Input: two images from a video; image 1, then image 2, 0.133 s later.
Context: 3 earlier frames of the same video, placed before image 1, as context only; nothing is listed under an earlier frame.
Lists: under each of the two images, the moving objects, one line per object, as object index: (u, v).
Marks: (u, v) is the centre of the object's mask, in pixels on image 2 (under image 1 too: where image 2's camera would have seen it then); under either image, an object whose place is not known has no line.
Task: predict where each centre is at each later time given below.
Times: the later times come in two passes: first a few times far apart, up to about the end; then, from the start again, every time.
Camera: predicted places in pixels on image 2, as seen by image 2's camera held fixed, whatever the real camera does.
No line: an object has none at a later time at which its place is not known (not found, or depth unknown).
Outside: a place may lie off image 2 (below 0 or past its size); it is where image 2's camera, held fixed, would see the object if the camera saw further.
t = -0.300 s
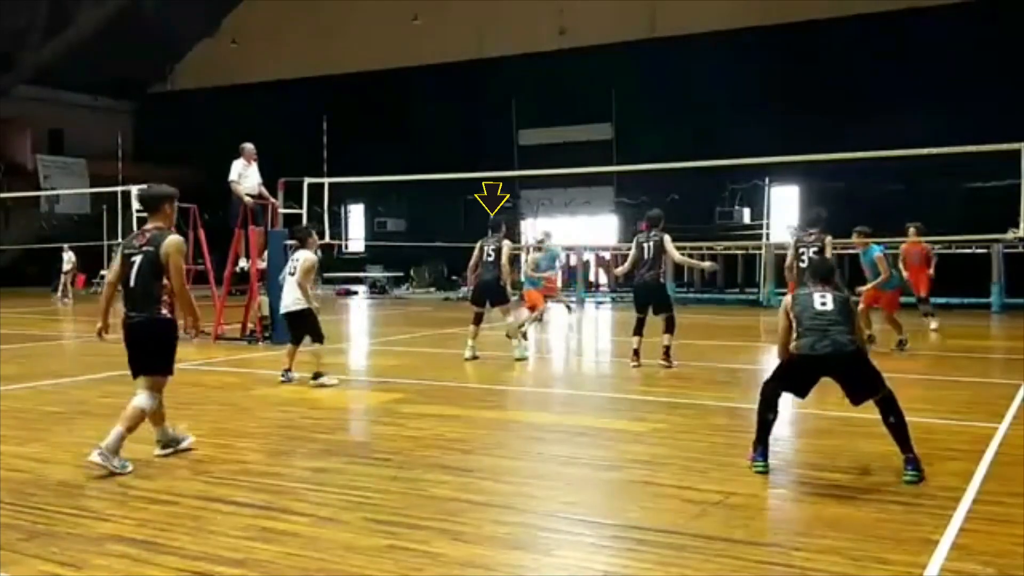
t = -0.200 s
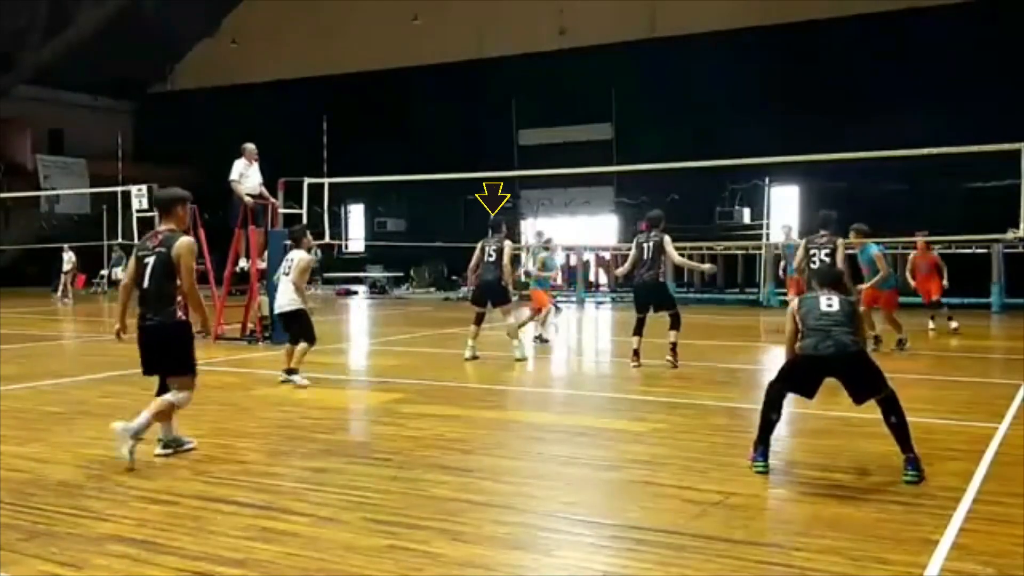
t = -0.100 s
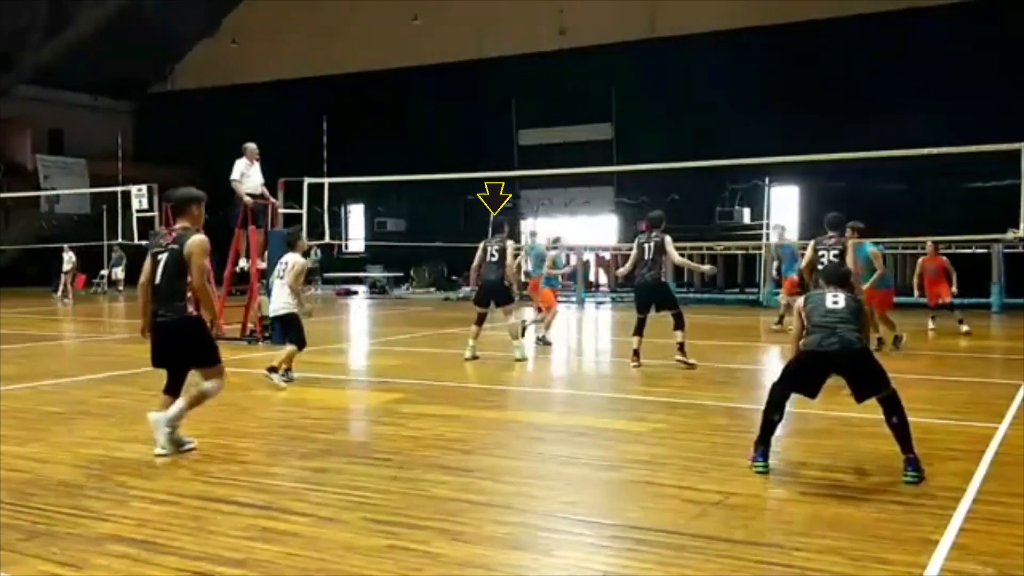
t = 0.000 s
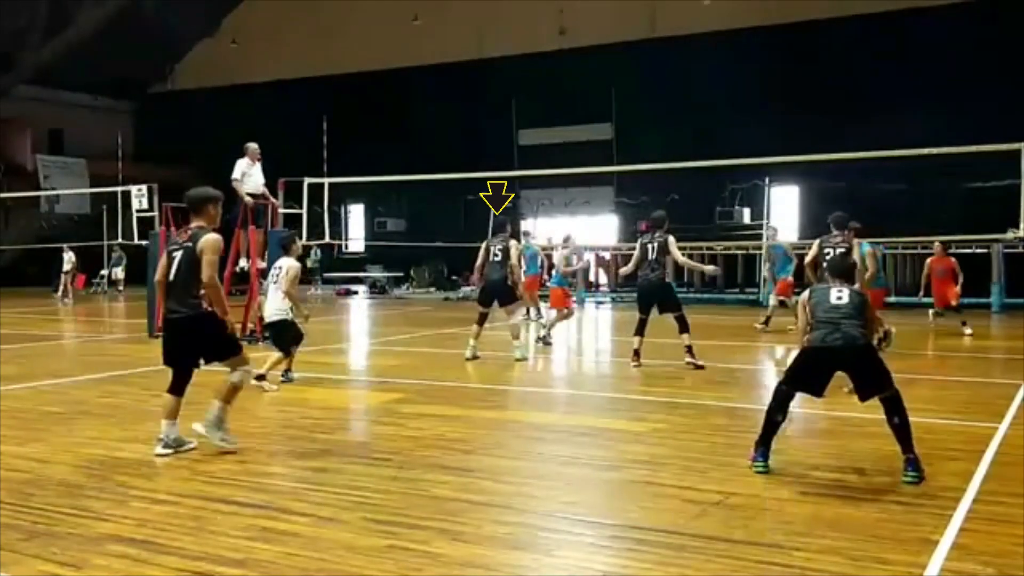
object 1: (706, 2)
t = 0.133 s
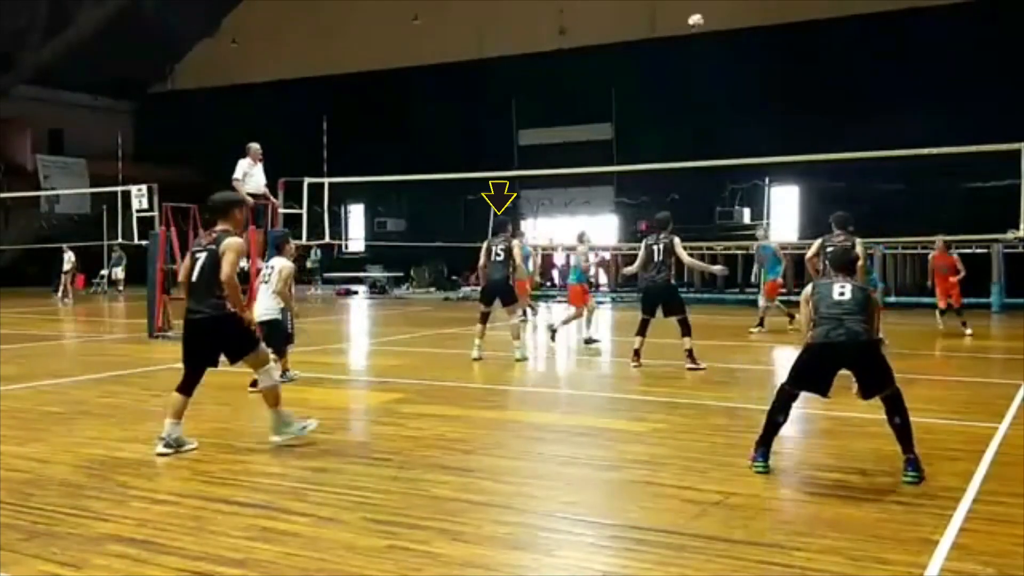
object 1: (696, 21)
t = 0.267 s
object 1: (682, 59)
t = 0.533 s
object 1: (651, 172)
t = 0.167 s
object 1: (692, 30)
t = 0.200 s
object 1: (688, 40)
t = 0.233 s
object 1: (685, 49)
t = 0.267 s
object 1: (682, 59)
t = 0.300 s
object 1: (678, 71)
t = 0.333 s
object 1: (674, 83)
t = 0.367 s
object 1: (670, 96)
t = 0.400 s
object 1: (667, 110)
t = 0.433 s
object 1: (663, 124)
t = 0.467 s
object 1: (659, 140)
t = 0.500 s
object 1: (655, 154)
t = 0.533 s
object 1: (651, 172)
